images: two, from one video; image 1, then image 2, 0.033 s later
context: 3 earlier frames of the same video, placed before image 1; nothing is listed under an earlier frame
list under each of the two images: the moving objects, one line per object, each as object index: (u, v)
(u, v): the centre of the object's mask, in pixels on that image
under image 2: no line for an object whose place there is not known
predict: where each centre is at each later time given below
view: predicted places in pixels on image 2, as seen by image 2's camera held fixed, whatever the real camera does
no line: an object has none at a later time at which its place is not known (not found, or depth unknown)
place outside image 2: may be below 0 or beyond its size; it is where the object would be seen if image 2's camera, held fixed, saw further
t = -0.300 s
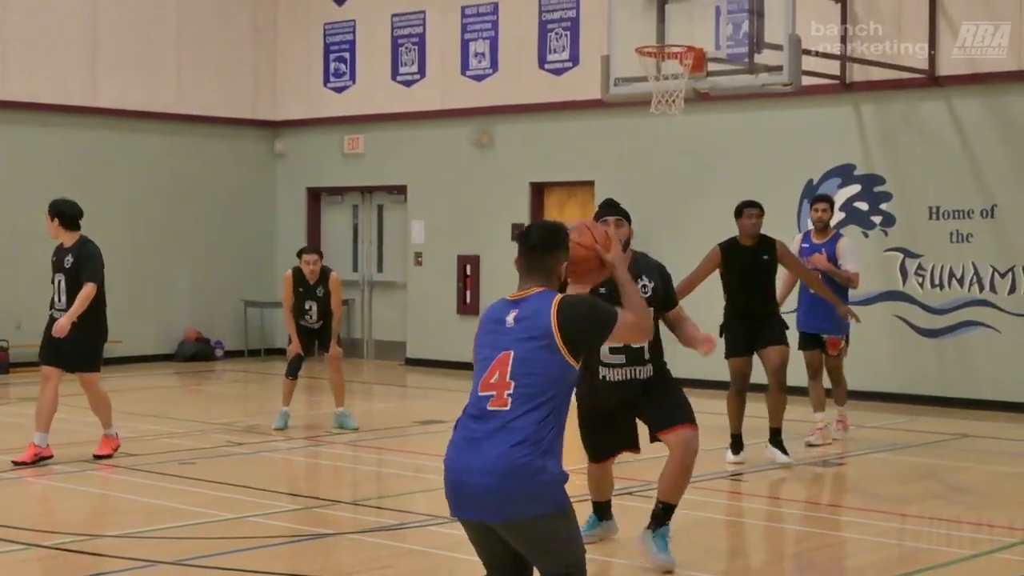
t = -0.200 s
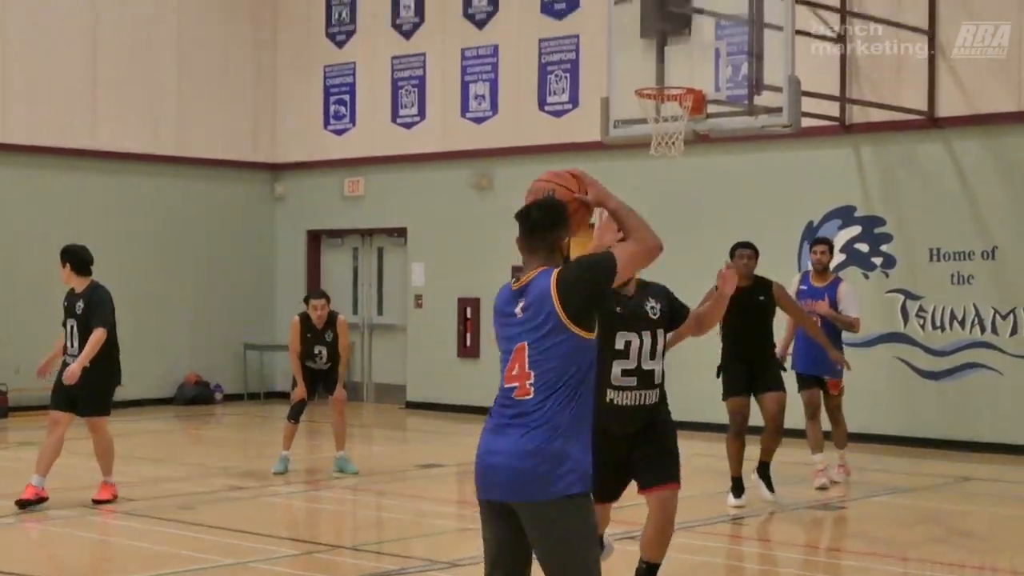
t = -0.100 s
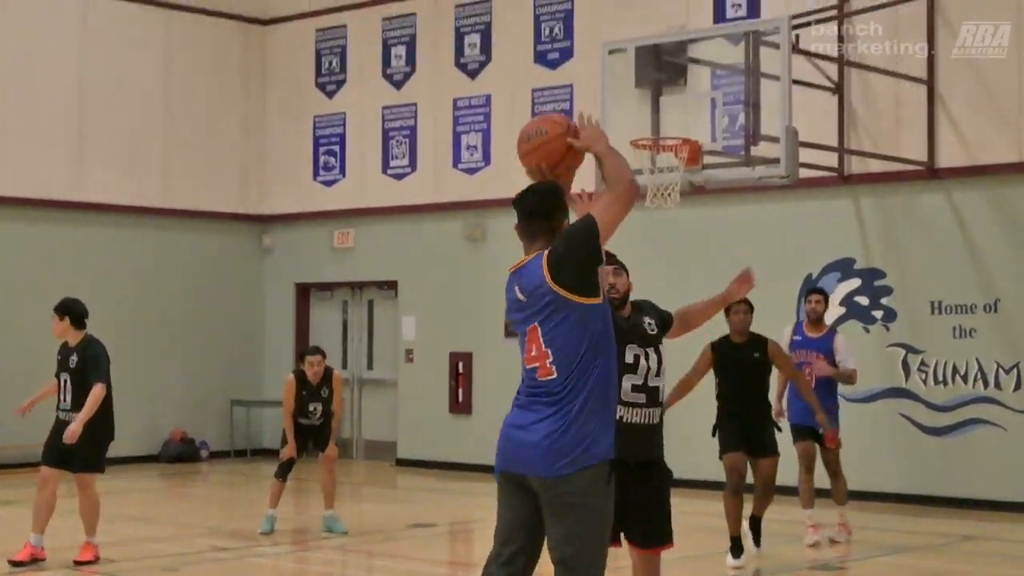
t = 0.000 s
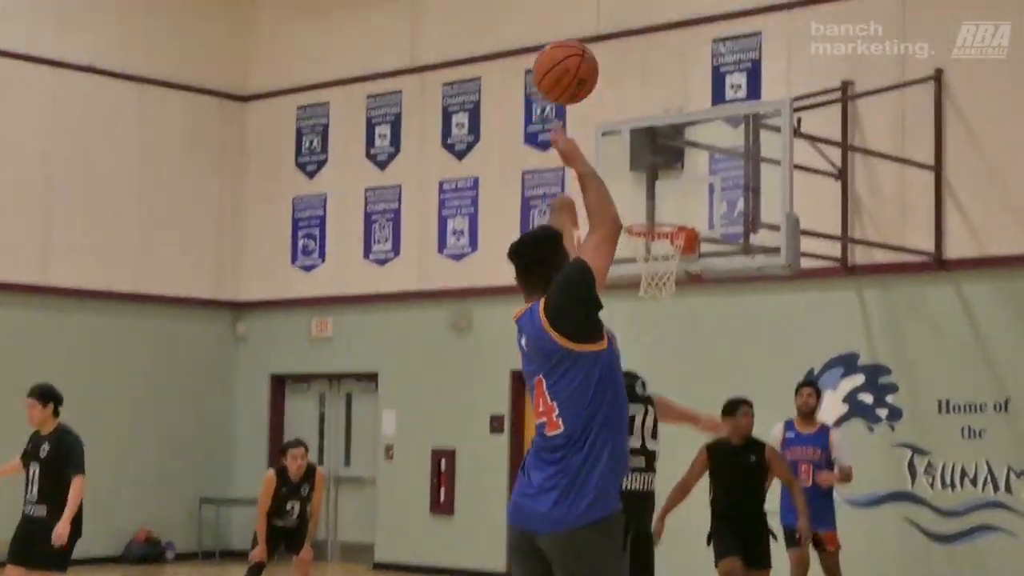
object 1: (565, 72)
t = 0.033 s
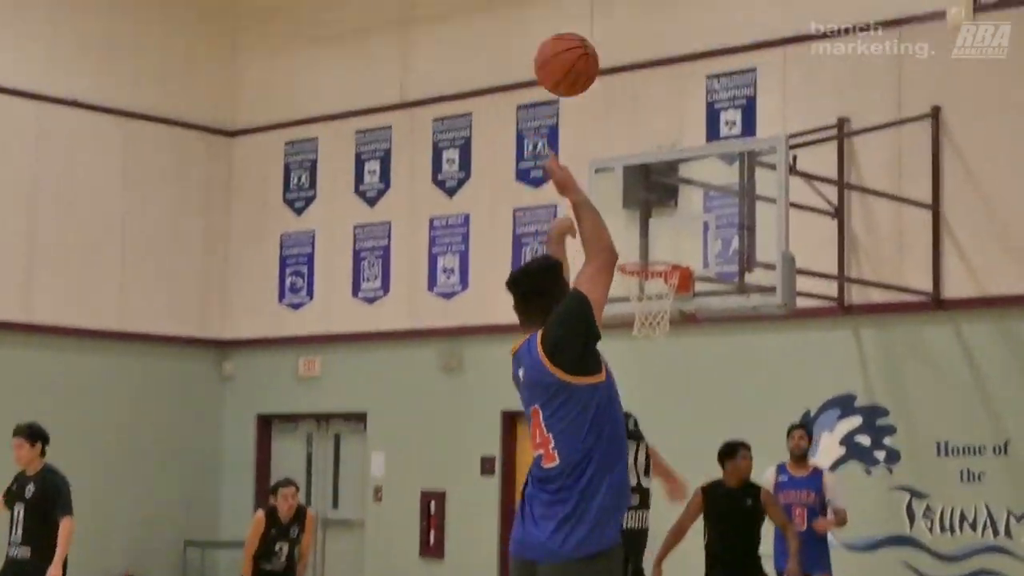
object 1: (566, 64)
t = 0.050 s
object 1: (570, 45)
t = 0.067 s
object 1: (573, 26)
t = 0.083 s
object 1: (576, 9)
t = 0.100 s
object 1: (580, -6)
